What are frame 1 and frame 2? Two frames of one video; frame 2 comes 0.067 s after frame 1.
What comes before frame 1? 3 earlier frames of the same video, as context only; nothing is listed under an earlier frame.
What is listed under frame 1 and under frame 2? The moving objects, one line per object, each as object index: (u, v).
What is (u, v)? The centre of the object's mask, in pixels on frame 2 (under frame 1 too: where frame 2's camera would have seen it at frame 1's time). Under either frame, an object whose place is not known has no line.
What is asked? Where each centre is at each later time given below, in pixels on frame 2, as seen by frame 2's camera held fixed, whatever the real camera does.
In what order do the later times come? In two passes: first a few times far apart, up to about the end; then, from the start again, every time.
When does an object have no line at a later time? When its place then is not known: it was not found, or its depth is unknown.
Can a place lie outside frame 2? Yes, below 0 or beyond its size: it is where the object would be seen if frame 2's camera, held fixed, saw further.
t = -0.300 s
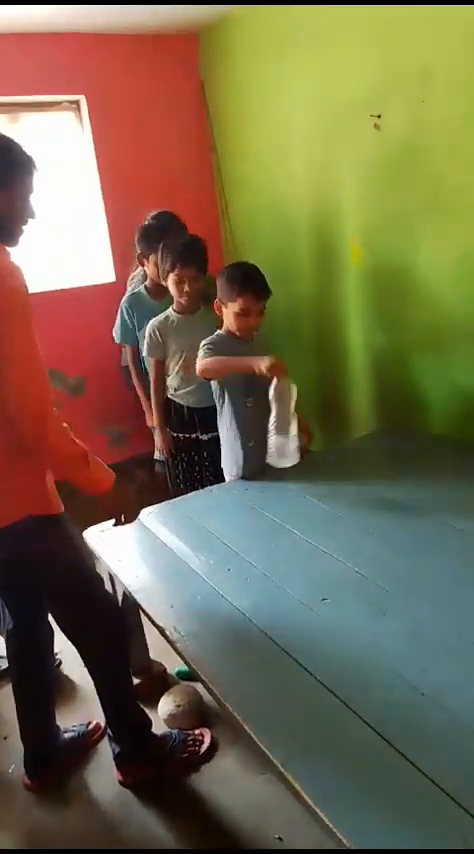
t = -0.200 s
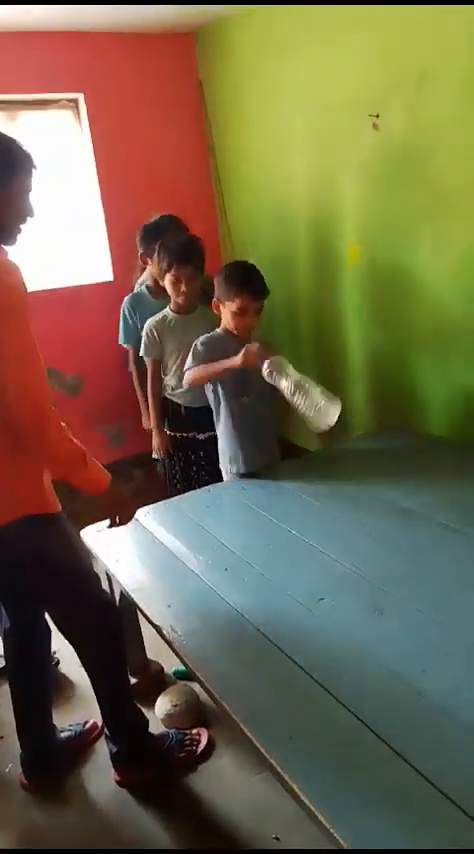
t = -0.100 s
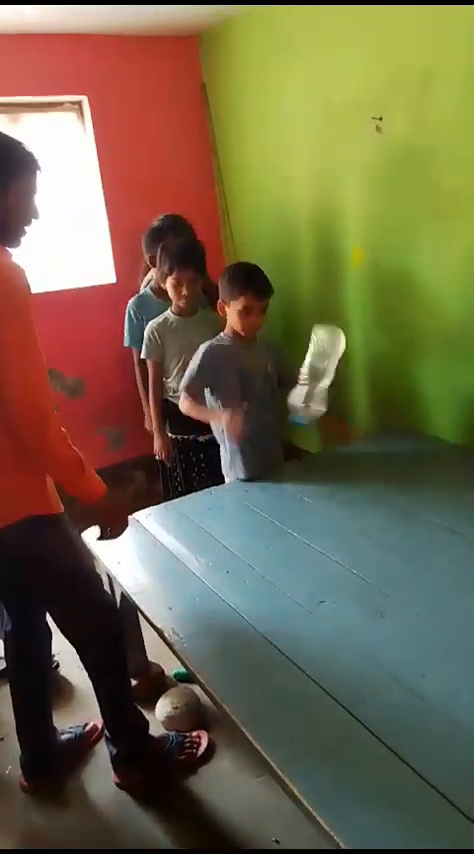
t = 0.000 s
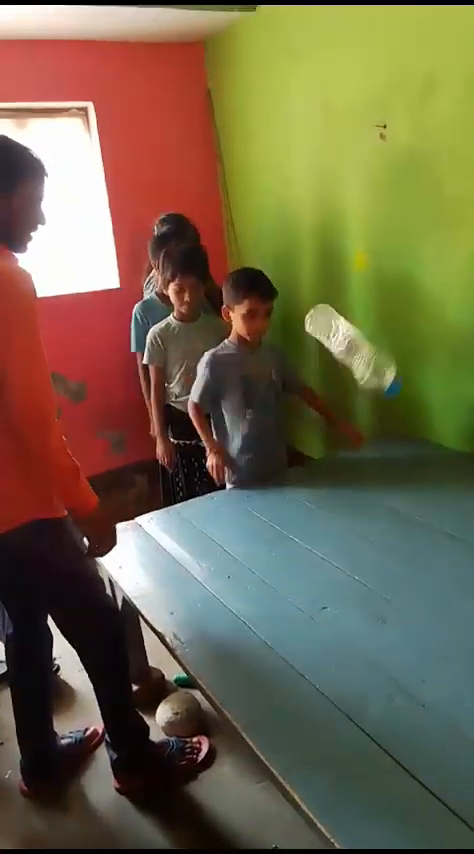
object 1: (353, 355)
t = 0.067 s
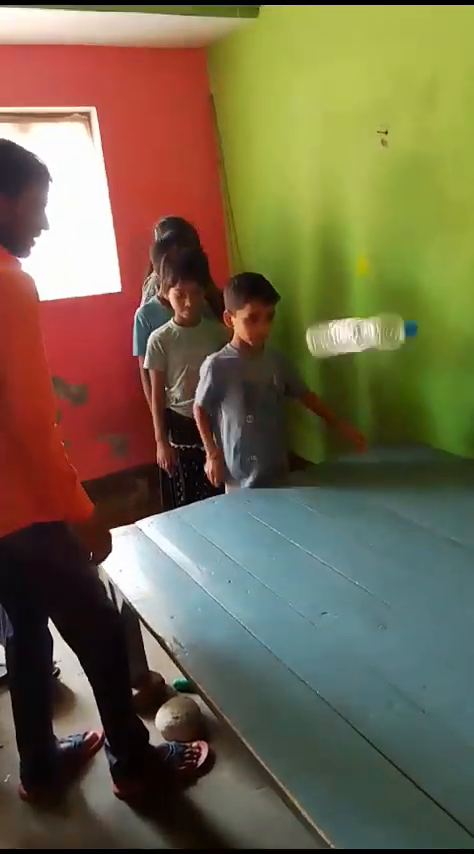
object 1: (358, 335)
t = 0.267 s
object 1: (348, 435)
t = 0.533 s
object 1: (320, 521)
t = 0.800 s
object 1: (318, 529)
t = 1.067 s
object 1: (319, 528)
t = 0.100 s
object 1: (357, 336)
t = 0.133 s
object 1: (354, 344)
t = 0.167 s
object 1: (352, 359)
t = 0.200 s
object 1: (350, 379)
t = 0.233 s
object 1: (349, 405)
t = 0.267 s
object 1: (348, 435)
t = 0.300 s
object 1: (348, 469)
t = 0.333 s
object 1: (348, 504)
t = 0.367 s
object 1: (342, 505)
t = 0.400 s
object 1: (338, 506)
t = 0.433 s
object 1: (334, 508)
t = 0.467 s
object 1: (329, 511)
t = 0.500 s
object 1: (324, 514)
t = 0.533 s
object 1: (320, 521)
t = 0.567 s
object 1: (318, 529)
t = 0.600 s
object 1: (316, 529)
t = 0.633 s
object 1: (317, 529)
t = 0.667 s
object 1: (317, 529)
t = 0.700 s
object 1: (317, 529)
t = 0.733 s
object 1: (317, 529)
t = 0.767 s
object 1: (318, 529)
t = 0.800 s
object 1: (318, 529)
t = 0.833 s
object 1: (318, 529)
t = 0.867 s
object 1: (318, 529)
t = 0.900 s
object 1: (318, 528)
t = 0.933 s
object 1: (319, 528)
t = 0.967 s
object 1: (318, 528)
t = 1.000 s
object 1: (319, 527)
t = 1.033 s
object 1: (319, 528)
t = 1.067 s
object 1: (319, 528)
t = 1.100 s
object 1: (319, 528)
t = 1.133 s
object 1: (319, 528)
